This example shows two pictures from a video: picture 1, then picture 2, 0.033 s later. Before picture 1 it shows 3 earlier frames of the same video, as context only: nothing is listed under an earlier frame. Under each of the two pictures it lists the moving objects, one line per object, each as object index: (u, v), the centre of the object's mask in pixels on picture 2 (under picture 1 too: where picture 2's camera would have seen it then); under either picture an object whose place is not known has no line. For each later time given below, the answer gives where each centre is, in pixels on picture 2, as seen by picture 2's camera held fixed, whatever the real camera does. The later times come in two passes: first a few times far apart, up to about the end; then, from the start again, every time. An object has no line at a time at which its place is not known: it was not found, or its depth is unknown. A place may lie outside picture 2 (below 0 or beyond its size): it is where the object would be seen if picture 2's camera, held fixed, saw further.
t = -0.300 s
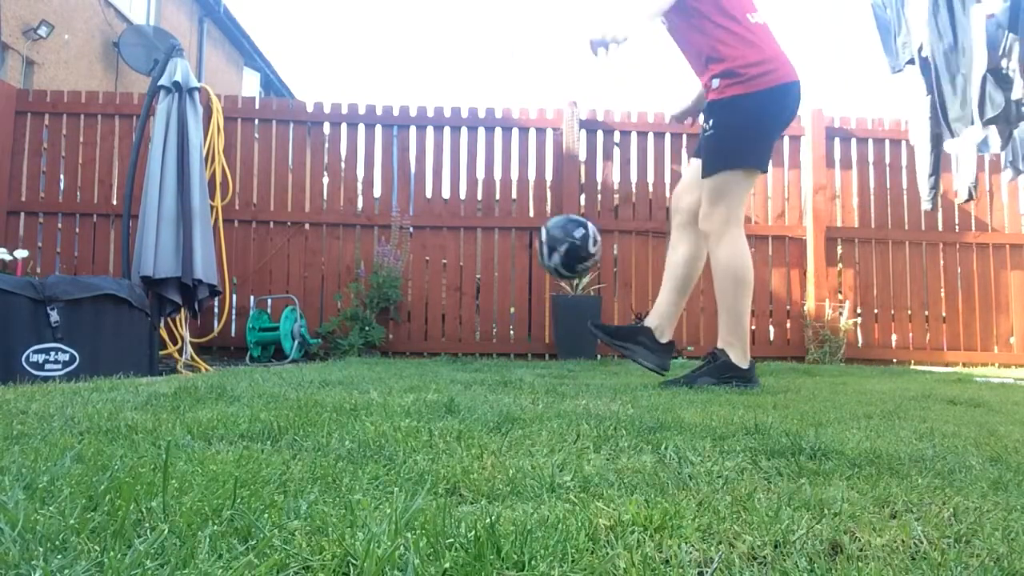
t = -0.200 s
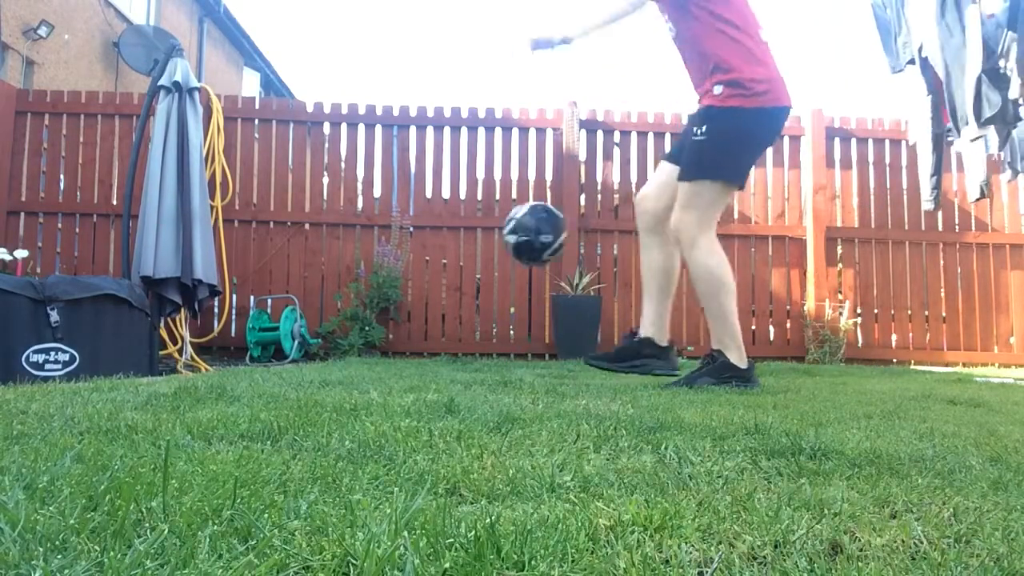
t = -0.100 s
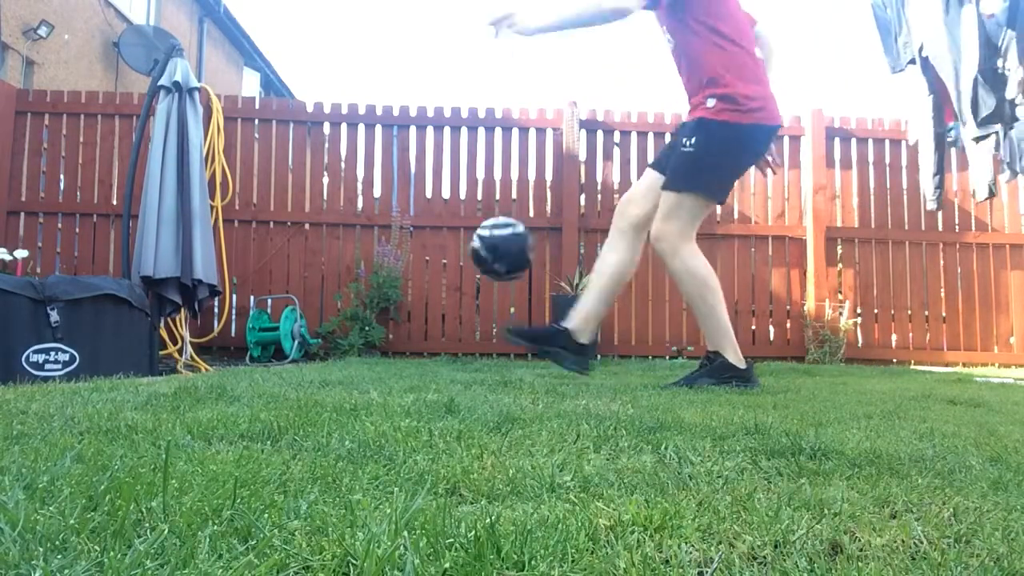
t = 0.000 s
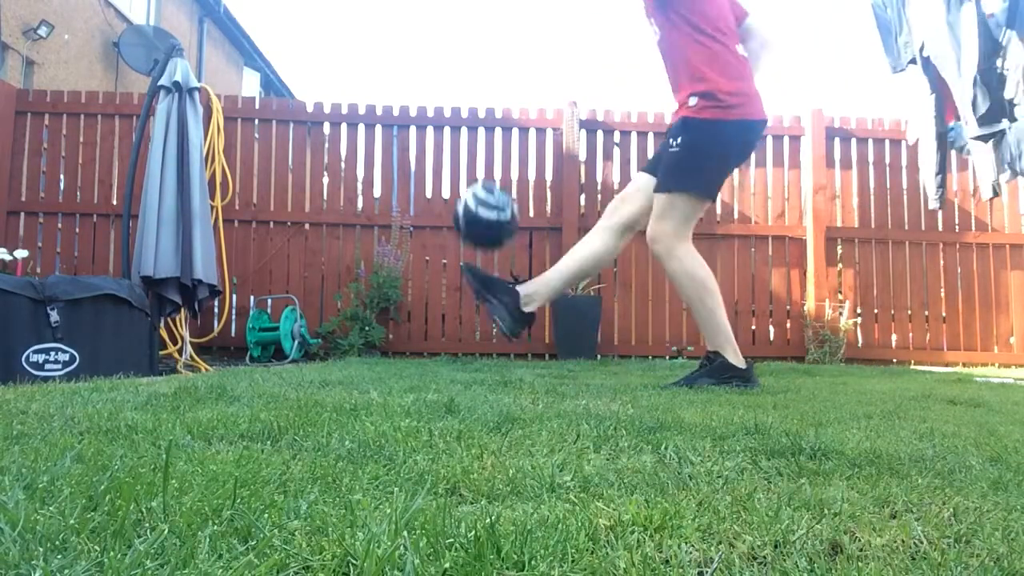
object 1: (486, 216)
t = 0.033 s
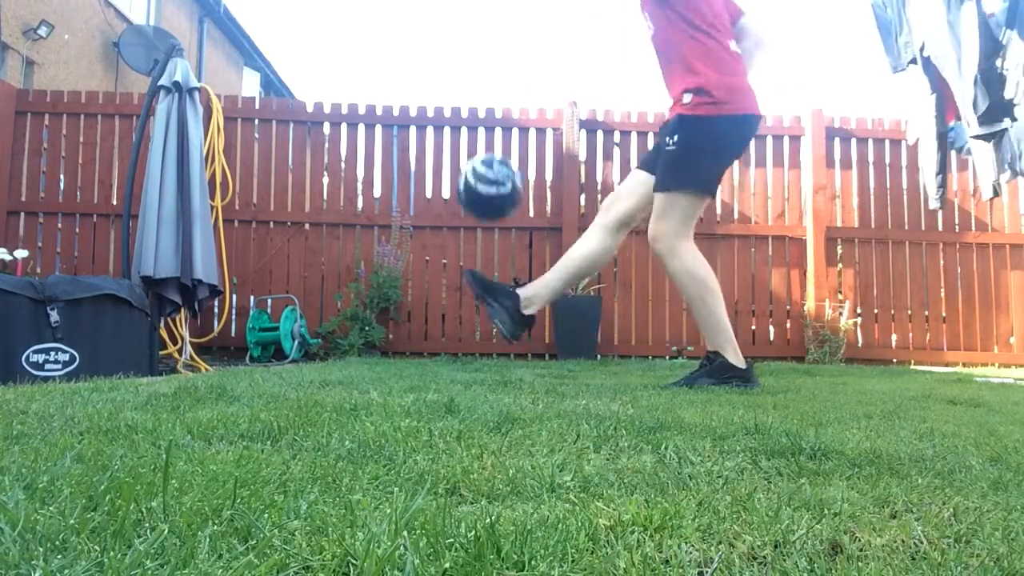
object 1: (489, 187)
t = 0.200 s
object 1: (504, 98)
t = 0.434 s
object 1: (522, 105)
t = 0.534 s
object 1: (528, 152)
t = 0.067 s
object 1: (492, 161)
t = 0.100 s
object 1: (495, 140)
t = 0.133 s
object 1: (498, 123)
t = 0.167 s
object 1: (502, 109)
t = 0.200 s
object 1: (504, 98)
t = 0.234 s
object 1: (507, 89)
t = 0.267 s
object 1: (509, 84)
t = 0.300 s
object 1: (512, 82)
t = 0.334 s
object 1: (514, 83)
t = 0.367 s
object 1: (516, 88)
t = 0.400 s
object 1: (519, 95)
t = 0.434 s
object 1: (522, 105)
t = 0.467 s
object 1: (523, 119)
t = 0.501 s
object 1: (526, 136)
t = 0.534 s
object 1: (528, 152)
